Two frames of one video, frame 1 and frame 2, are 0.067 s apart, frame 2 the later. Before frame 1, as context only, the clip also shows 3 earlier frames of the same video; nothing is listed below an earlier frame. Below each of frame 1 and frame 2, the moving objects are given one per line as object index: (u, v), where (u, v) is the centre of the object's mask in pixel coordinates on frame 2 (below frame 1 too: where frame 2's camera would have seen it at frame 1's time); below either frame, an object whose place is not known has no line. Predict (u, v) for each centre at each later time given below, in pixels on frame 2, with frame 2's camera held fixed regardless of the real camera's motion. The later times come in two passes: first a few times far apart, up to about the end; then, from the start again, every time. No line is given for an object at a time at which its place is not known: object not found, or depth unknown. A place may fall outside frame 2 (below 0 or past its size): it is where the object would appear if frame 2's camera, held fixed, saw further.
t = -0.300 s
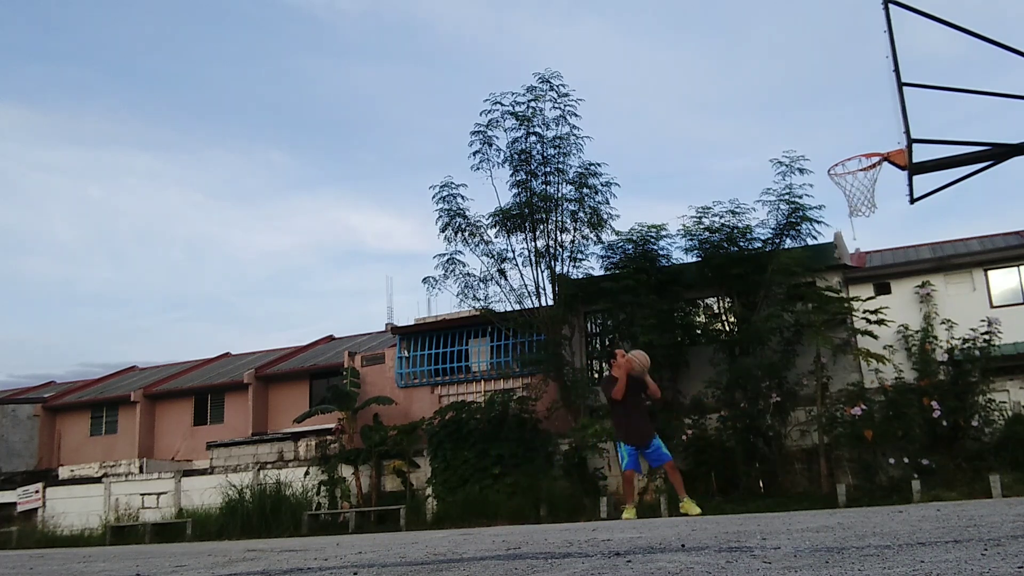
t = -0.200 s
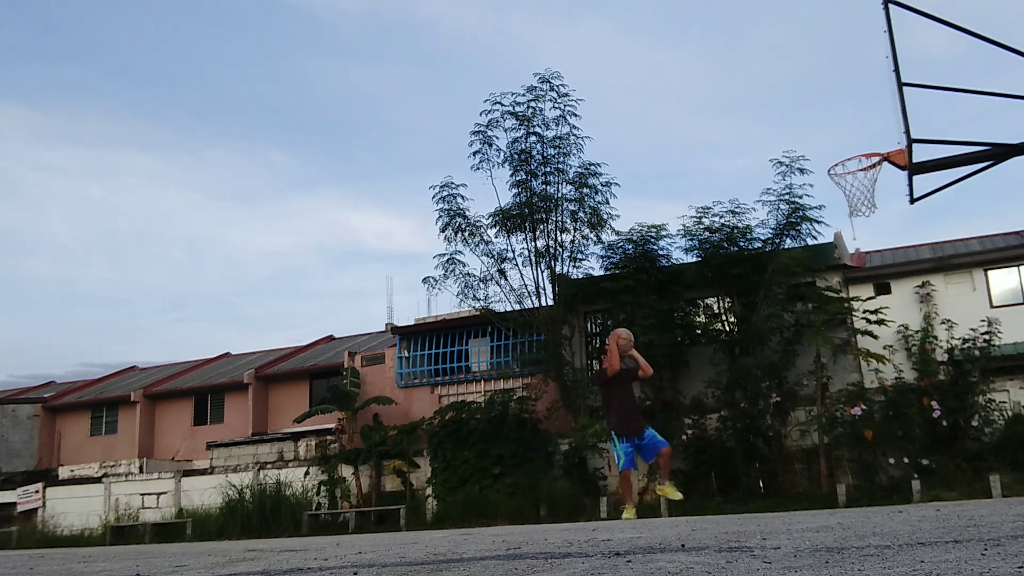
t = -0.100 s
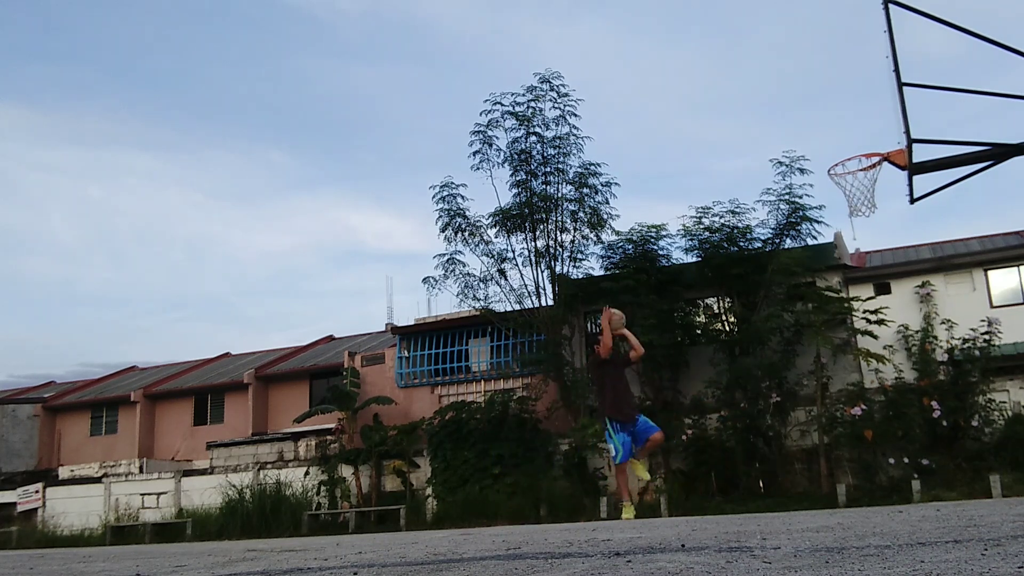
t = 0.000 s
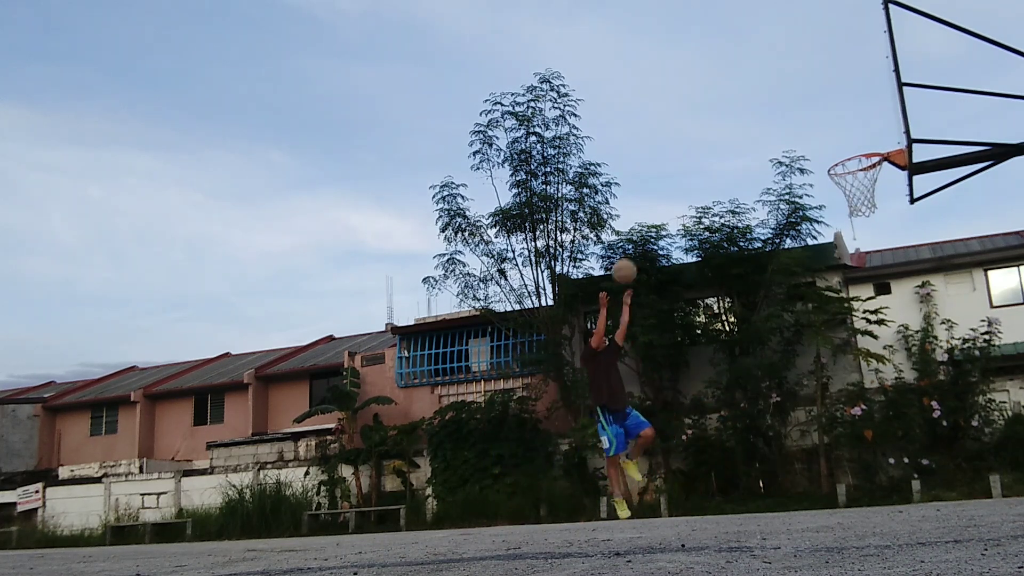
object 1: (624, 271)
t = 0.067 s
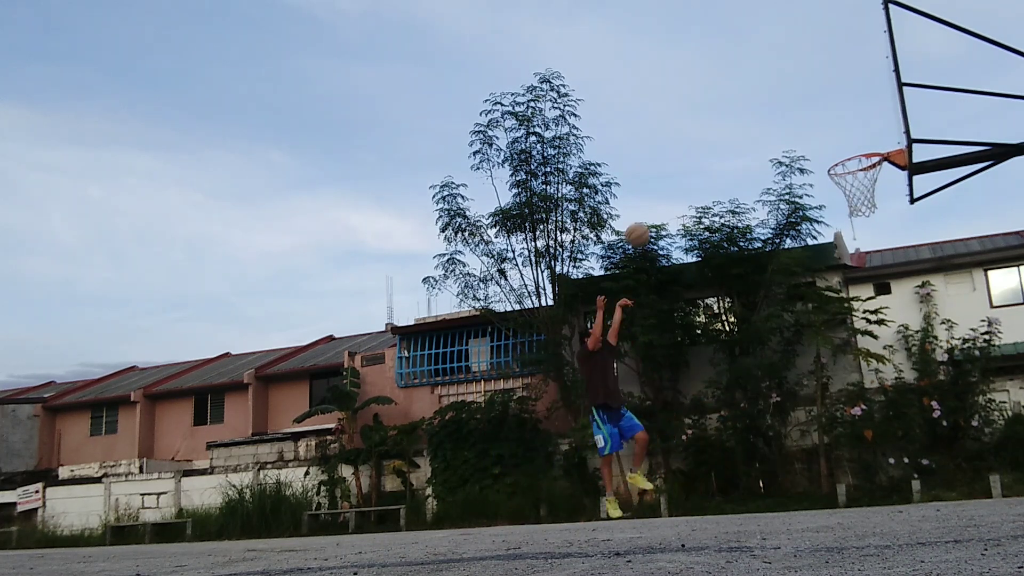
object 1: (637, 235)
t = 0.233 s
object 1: (671, 161)
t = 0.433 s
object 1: (715, 105)
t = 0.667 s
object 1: (774, 85)
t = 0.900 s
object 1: (843, 120)
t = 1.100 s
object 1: (838, 134)
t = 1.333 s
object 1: (782, 149)
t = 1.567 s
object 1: (736, 217)
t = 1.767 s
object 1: (704, 315)
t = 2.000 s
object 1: (676, 481)
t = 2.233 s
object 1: (644, 419)
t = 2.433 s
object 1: (620, 374)
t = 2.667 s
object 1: (597, 371)
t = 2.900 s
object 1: (578, 416)
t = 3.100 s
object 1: (566, 496)
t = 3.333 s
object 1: (548, 460)
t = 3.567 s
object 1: (530, 440)
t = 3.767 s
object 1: (519, 461)
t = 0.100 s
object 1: (644, 218)
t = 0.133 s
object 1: (651, 202)
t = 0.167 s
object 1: (657, 187)
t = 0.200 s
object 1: (664, 174)
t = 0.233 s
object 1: (671, 161)
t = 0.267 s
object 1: (678, 149)
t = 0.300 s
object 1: (685, 138)
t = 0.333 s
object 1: (693, 128)
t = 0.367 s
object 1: (700, 120)
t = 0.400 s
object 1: (708, 112)
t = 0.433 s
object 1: (715, 105)
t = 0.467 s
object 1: (723, 99)
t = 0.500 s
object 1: (731, 94)
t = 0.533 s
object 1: (739, 90)
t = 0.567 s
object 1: (748, 87)
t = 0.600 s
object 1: (756, 86)
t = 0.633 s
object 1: (765, 85)
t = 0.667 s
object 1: (774, 85)
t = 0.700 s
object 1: (783, 87)
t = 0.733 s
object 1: (793, 89)
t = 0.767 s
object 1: (802, 93)
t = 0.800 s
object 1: (812, 98)
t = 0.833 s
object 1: (822, 104)
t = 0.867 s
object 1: (833, 111)
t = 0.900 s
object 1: (843, 120)
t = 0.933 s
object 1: (855, 130)
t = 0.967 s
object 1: (866, 141)
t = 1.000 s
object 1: (866, 143)
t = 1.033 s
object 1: (856, 139)
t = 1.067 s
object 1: (847, 136)
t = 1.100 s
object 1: (838, 134)
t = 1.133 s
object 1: (829, 133)
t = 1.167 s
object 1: (821, 133)
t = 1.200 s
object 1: (812, 134)
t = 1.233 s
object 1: (805, 136)
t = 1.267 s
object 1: (797, 140)
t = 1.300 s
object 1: (789, 144)
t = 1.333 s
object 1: (782, 149)
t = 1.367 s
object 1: (775, 156)
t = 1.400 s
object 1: (768, 163)
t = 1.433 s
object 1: (761, 172)
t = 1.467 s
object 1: (754, 182)
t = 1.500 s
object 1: (748, 192)
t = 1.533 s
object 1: (742, 204)
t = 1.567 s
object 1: (736, 217)
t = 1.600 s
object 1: (730, 231)
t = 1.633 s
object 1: (724, 245)
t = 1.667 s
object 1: (719, 262)
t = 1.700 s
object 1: (714, 278)
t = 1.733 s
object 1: (709, 296)
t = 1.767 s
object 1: (704, 315)
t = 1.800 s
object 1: (700, 335)
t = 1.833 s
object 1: (696, 356)
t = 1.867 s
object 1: (691, 379)
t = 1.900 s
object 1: (687, 402)
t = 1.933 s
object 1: (683, 427)
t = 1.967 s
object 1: (680, 454)
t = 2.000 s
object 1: (676, 481)
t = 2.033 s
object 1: (673, 506)
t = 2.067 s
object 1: (667, 491)
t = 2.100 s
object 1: (662, 475)
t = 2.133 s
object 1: (658, 458)
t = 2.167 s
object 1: (652, 444)
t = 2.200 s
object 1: (648, 431)
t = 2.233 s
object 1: (644, 419)
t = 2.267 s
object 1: (639, 409)
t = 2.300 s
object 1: (635, 399)
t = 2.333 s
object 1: (631, 391)
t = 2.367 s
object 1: (627, 385)
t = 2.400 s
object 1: (623, 379)
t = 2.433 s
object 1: (620, 374)
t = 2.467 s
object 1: (615, 371)
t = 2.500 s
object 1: (612, 368)
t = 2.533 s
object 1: (609, 366)
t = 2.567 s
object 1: (605, 366)
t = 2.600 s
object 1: (603, 367)
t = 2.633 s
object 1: (600, 368)
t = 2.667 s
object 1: (597, 371)
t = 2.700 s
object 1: (594, 374)
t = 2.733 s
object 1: (591, 379)
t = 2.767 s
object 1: (588, 384)
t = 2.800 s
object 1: (586, 391)
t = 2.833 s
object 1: (583, 399)
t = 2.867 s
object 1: (581, 407)
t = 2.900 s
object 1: (578, 416)
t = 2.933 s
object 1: (576, 427)
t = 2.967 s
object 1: (574, 439)
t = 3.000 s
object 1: (572, 451)
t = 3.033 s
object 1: (570, 465)
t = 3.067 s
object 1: (568, 480)
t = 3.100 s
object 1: (566, 496)
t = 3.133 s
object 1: (565, 512)
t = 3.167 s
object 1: (562, 505)
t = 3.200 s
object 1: (559, 493)
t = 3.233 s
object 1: (556, 483)
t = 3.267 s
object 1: (553, 475)
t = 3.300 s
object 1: (550, 467)
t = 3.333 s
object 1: (548, 460)
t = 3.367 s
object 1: (545, 454)
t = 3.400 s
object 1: (542, 449)
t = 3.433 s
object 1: (540, 445)
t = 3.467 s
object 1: (537, 442)
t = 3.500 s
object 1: (535, 441)
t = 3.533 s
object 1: (533, 440)
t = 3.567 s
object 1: (530, 440)
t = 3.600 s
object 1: (528, 441)
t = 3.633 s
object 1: (526, 443)
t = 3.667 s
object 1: (524, 446)
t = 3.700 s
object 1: (523, 450)
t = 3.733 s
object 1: (521, 455)
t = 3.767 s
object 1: (519, 461)
